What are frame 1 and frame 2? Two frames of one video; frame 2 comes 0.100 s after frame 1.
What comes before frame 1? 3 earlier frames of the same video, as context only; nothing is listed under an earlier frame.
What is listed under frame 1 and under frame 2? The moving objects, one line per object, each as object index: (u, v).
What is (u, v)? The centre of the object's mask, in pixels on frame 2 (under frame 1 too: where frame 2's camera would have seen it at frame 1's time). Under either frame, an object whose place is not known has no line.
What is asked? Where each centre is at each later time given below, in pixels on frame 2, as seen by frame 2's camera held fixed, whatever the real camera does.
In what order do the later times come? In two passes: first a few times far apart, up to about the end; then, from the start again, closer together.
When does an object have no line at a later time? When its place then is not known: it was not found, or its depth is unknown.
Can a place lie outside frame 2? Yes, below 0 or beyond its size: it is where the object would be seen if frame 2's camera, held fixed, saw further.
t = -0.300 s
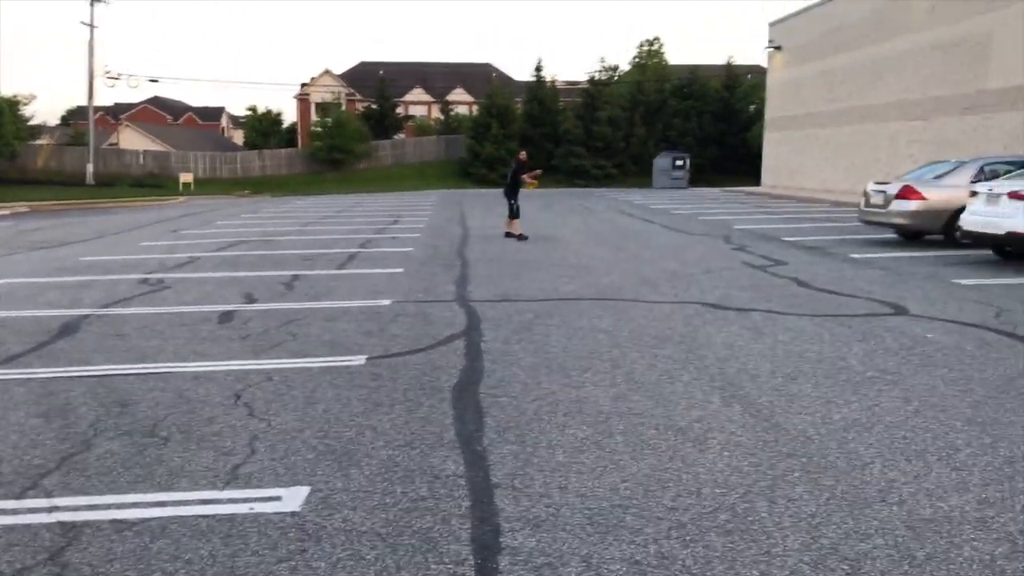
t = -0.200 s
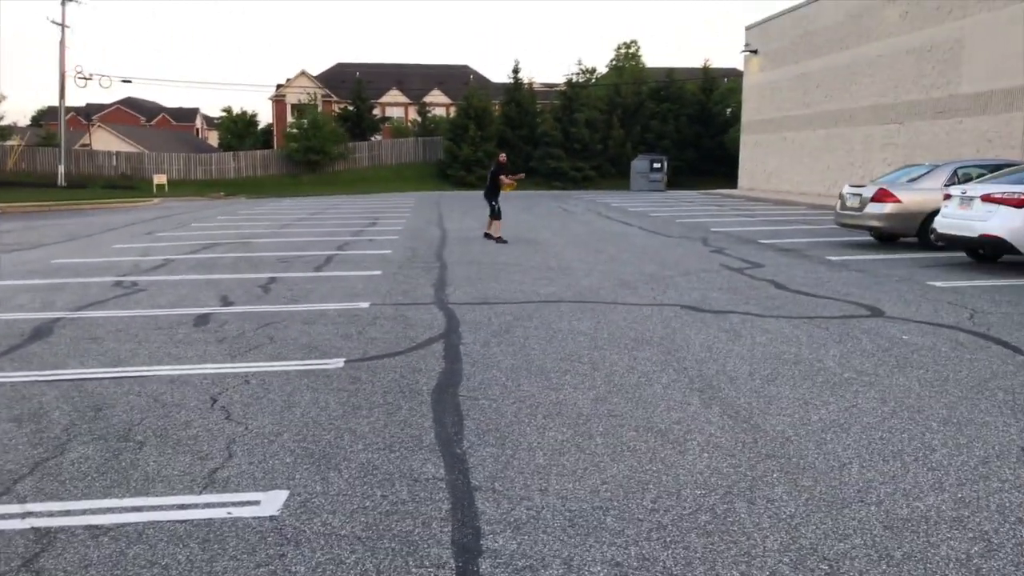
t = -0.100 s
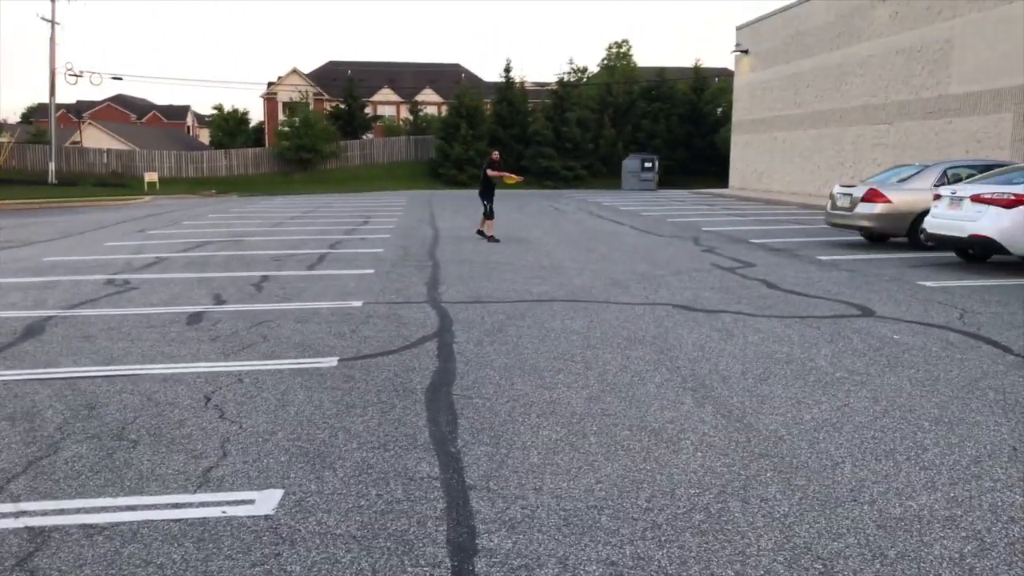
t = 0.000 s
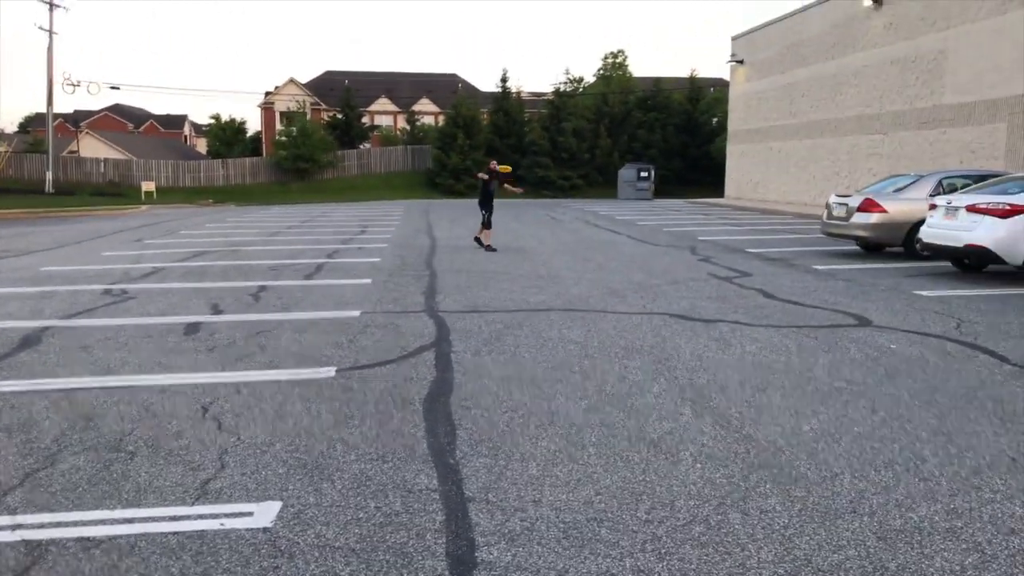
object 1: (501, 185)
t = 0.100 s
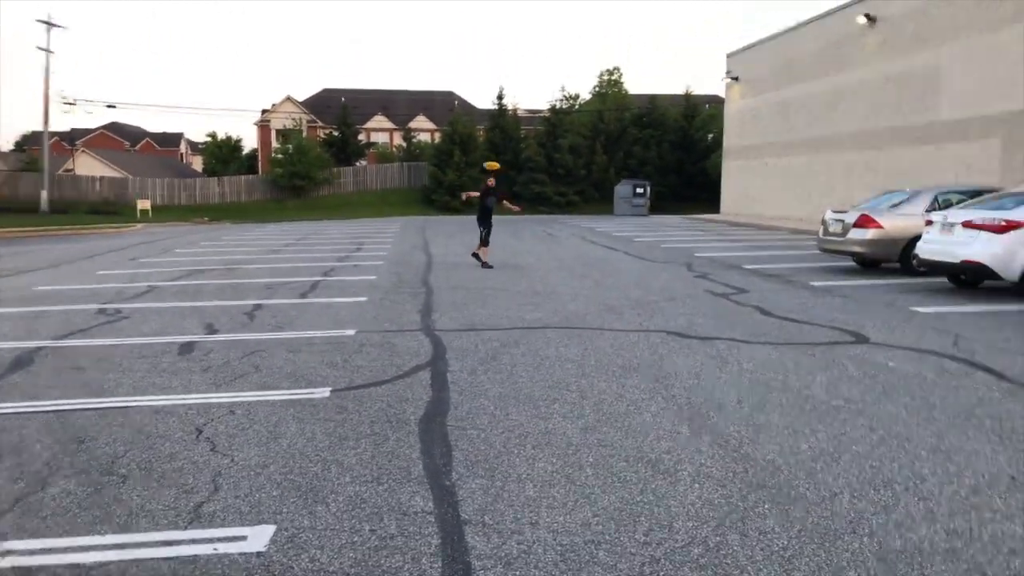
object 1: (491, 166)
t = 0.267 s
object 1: (475, 137)
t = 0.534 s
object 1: (448, 101)
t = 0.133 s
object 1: (488, 160)
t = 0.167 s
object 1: (485, 154)
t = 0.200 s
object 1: (482, 148)
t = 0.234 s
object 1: (478, 142)
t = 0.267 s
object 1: (475, 137)
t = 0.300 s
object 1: (472, 132)
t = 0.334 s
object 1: (468, 127)
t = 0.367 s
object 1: (465, 122)
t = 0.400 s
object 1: (462, 118)
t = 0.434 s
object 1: (459, 113)
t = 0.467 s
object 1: (455, 109)
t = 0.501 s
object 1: (451, 105)
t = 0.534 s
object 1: (448, 101)
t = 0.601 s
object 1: (440, 95)
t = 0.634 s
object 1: (438, 90)
